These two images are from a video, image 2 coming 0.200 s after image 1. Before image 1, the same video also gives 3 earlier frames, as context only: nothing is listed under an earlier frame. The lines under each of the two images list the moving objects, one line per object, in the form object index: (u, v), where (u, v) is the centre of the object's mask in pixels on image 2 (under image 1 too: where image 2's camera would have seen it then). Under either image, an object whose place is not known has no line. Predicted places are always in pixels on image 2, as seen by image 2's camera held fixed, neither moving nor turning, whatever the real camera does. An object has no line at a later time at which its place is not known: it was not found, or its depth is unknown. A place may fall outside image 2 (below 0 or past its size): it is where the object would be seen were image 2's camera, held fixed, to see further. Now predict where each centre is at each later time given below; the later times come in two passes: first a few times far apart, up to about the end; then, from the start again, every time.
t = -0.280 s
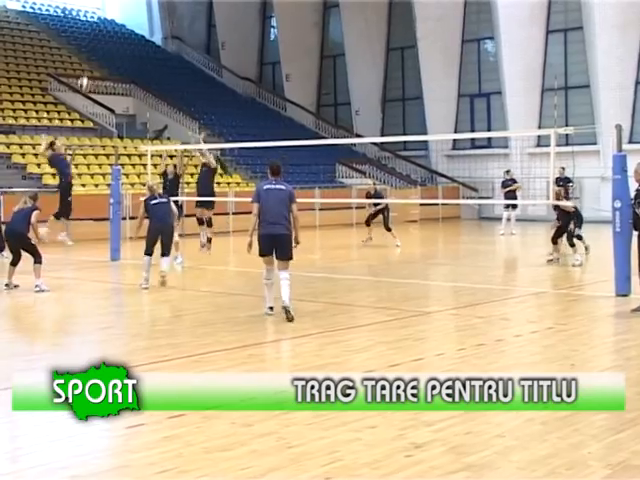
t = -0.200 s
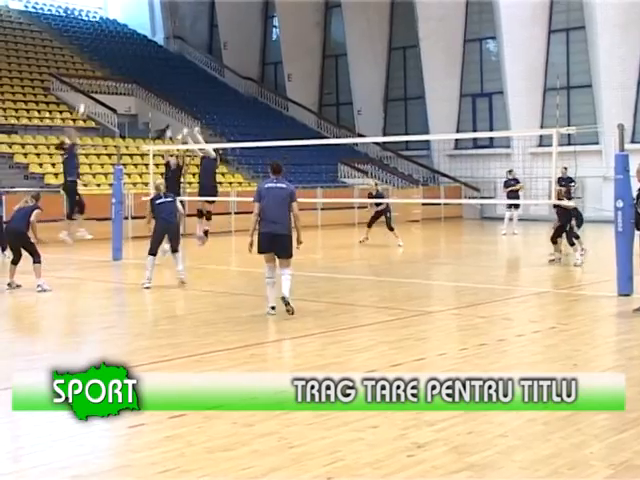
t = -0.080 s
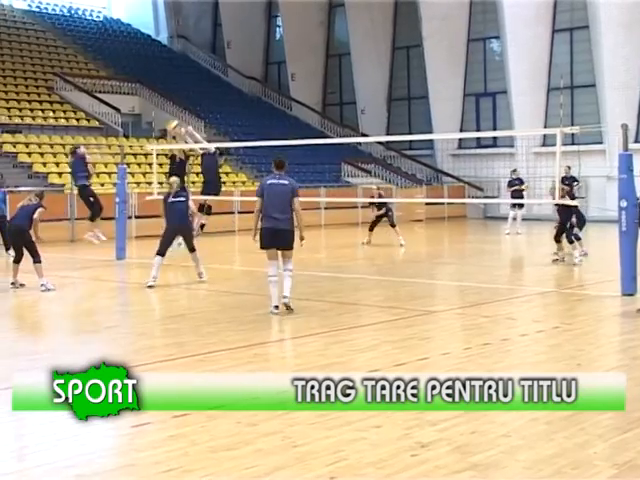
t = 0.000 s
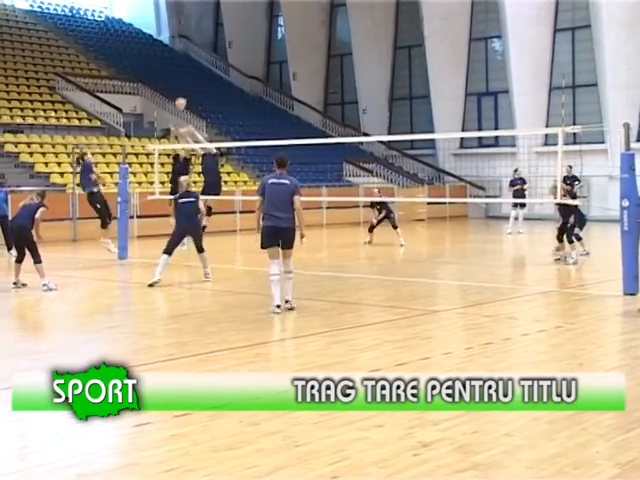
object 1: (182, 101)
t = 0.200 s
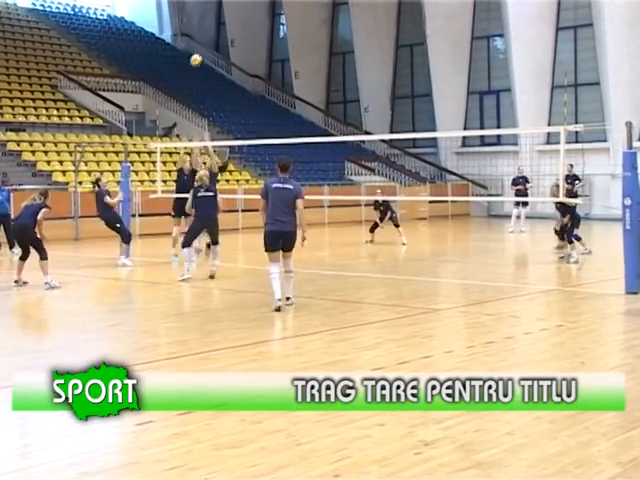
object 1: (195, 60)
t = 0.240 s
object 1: (198, 54)
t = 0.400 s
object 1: (210, 39)
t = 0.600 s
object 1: (225, 40)
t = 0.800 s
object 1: (241, 62)
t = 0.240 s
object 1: (198, 54)
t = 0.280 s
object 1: (201, 49)
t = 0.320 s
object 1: (204, 45)
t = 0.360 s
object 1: (207, 42)
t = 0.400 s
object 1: (210, 39)
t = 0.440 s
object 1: (213, 38)
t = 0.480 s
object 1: (216, 37)
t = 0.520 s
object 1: (219, 37)
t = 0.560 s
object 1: (222, 38)
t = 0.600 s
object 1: (225, 40)
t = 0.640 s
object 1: (228, 42)
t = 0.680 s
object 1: (232, 46)
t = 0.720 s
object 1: (235, 50)
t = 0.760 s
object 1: (237, 56)
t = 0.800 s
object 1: (241, 62)
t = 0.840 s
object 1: (244, 69)
